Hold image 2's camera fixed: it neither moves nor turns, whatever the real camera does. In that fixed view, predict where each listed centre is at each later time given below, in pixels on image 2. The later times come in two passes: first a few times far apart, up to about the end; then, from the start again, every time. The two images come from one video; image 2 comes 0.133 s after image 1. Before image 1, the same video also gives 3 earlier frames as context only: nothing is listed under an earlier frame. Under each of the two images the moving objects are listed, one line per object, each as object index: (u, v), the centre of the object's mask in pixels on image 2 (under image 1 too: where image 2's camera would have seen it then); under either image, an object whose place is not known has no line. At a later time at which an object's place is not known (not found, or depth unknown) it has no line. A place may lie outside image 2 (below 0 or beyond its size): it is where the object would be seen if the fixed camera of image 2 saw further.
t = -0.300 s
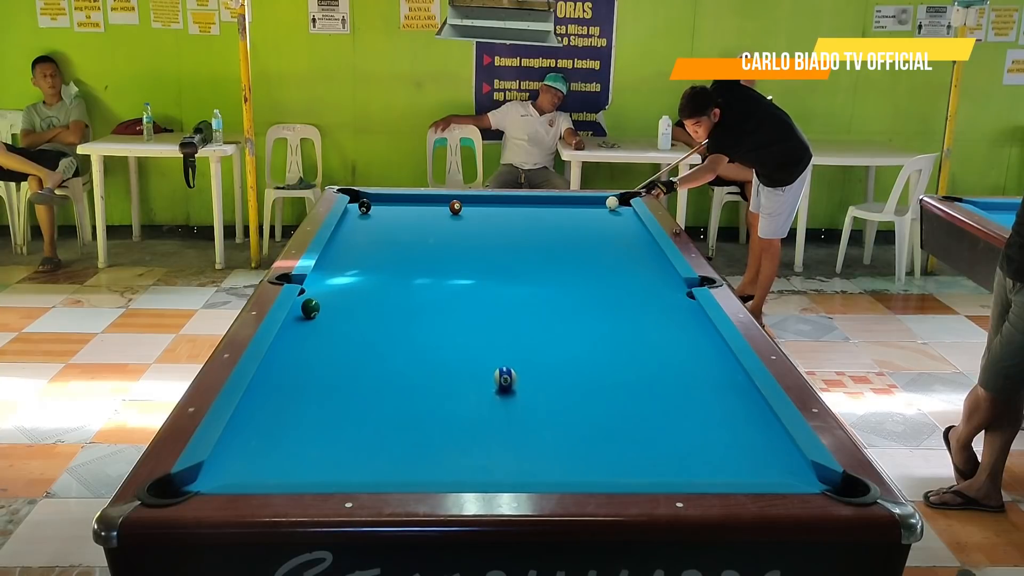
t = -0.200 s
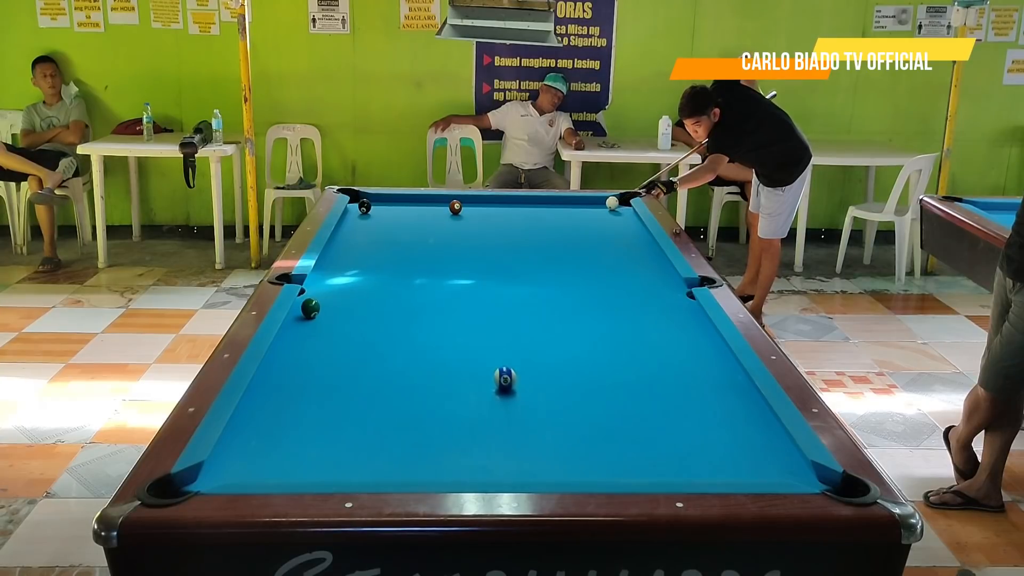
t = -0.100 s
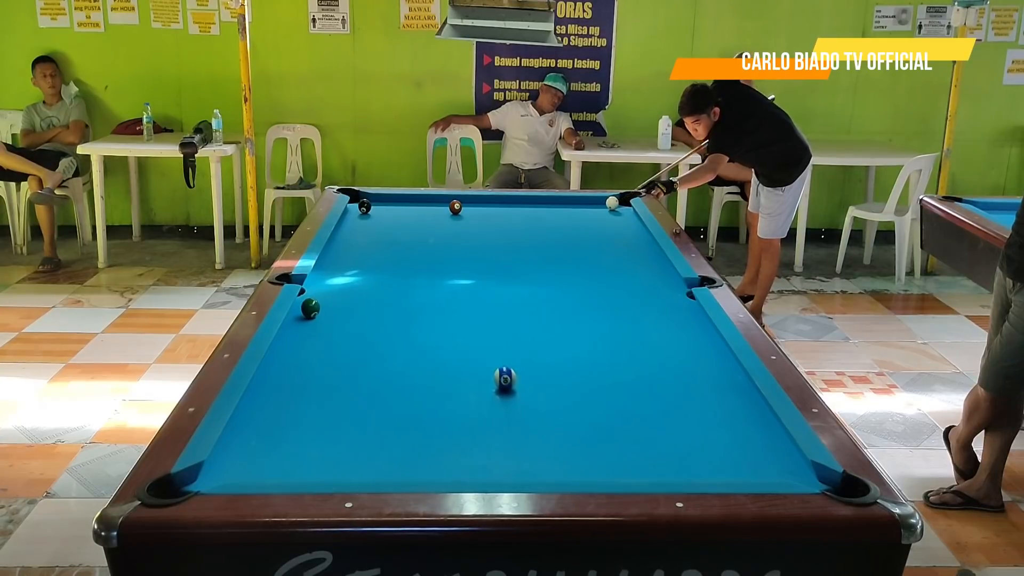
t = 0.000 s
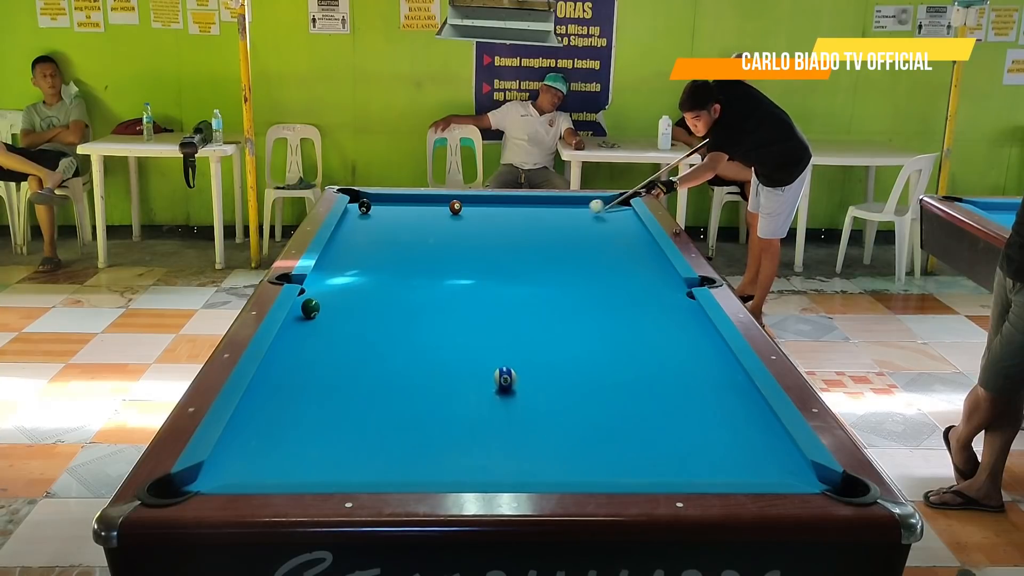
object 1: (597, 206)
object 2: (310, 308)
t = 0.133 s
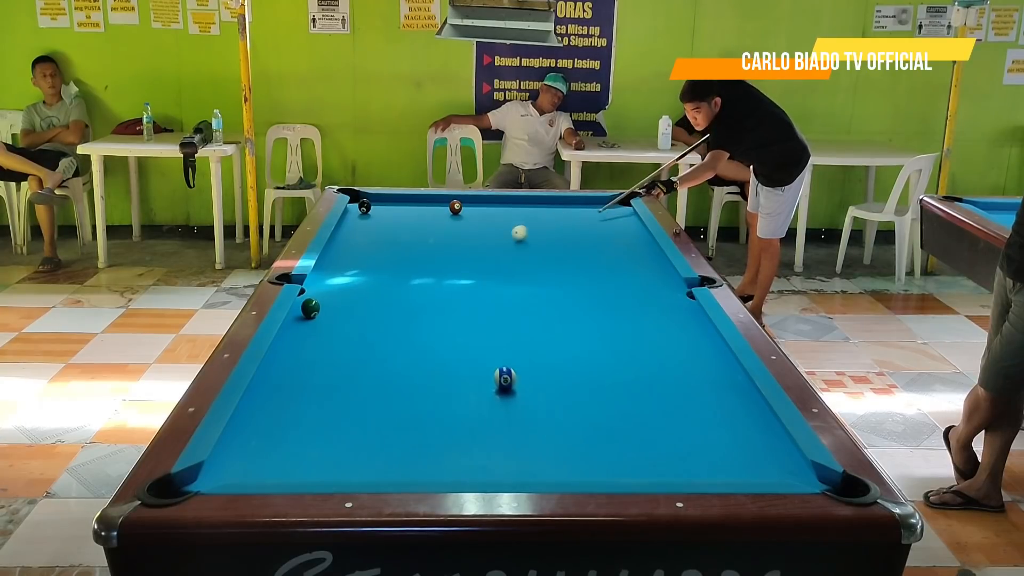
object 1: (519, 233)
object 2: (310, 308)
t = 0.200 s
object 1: (477, 248)
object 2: (310, 308)
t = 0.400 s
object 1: (332, 296)
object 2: (310, 308)
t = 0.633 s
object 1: (373, 292)
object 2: (279, 366)
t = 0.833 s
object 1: (434, 283)
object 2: (247, 425)
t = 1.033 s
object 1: (490, 275)
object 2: (195, 482)
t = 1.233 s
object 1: (542, 267)
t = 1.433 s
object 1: (589, 260)
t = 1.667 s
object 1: (641, 252)
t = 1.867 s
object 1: (636, 248)
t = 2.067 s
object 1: (610, 245)
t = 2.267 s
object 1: (585, 242)
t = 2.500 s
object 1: (558, 239)
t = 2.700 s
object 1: (537, 236)
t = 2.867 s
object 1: (520, 234)
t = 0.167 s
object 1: (498, 240)
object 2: (310, 308)
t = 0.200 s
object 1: (477, 248)
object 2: (310, 308)
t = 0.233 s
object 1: (454, 255)
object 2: (310, 308)
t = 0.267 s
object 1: (431, 263)
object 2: (310, 308)
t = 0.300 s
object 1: (407, 271)
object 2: (310, 308)
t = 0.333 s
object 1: (382, 279)
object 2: (310, 308)
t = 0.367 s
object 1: (357, 288)
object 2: (310, 308)
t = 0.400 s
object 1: (332, 296)
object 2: (310, 308)
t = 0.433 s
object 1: (306, 298)
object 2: (309, 311)
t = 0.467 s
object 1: (313, 300)
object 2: (304, 321)
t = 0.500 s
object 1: (328, 299)
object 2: (299, 330)
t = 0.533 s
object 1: (341, 297)
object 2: (294, 339)
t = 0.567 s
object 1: (352, 295)
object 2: (289, 348)
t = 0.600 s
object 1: (363, 294)
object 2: (284, 357)
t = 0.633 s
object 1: (373, 292)
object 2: (279, 366)
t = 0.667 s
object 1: (384, 291)
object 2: (274, 375)
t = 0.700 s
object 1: (394, 289)
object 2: (269, 384)
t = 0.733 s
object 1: (405, 288)
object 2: (264, 394)
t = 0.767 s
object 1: (415, 286)
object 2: (258, 404)
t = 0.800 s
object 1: (424, 284)
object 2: (253, 414)
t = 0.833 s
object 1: (434, 283)
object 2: (247, 425)
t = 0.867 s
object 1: (444, 282)
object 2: (240, 436)
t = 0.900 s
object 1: (453, 280)
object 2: (234, 448)
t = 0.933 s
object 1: (462, 279)
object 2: (227, 461)
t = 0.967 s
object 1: (472, 277)
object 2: (219, 471)
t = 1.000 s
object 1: (481, 276)
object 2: (210, 480)
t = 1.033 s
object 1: (490, 275)
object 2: (195, 482)
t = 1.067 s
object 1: (499, 274)
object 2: (184, 484)
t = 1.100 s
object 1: (508, 272)
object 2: (182, 492)
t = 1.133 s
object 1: (516, 271)
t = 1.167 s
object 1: (525, 270)
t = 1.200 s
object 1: (533, 269)
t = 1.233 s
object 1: (542, 267)
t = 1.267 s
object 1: (550, 266)
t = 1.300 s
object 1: (558, 265)
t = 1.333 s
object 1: (566, 264)
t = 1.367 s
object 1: (574, 263)
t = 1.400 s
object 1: (582, 261)
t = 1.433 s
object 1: (589, 260)
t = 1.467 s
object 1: (597, 259)
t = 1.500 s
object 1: (605, 258)
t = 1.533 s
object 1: (612, 257)
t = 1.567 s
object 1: (620, 256)
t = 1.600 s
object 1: (627, 255)
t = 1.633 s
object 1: (634, 254)
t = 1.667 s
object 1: (641, 252)
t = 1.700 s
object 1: (648, 251)
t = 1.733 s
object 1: (655, 251)
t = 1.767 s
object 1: (650, 250)
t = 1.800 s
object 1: (645, 249)
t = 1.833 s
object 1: (641, 249)
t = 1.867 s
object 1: (636, 248)
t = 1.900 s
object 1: (632, 248)
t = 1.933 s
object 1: (628, 247)
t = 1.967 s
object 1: (623, 246)
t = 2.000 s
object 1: (619, 246)
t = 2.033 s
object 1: (614, 245)
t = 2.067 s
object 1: (610, 245)
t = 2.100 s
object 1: (606, 244)
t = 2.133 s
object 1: (602, 244)
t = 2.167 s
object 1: (598, 243)
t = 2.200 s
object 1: (594, 243)
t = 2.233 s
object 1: (589, 242)
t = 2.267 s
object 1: (585, 242)
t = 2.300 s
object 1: (582, 241)
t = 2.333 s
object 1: (578, 241)
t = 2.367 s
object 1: (574, 240)
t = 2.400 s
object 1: (570, 240)
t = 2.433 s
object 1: (566, 239)
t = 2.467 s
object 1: (562, 239)
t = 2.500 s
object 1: (558, 239)
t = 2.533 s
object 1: (555, 238)
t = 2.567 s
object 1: (551, 238)
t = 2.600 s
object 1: (547, 237)
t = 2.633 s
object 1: (544, 237)
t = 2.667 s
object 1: (540, 236)
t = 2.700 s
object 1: (537, 236)
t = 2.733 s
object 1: (533, 235)
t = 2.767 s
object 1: (530, 235)
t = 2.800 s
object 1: (526, 235)
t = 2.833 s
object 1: (523, 234)
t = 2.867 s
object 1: (520, 234)
